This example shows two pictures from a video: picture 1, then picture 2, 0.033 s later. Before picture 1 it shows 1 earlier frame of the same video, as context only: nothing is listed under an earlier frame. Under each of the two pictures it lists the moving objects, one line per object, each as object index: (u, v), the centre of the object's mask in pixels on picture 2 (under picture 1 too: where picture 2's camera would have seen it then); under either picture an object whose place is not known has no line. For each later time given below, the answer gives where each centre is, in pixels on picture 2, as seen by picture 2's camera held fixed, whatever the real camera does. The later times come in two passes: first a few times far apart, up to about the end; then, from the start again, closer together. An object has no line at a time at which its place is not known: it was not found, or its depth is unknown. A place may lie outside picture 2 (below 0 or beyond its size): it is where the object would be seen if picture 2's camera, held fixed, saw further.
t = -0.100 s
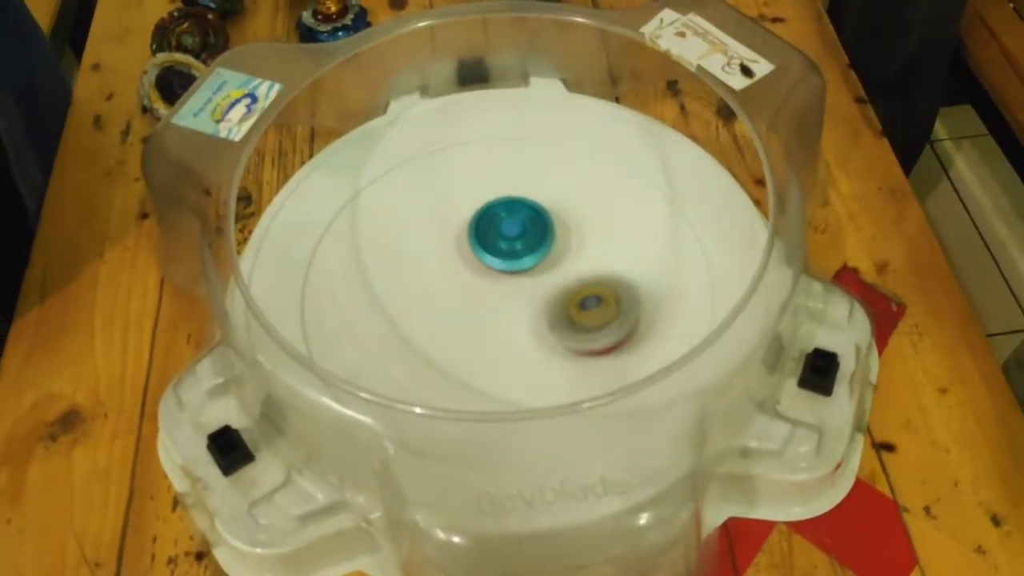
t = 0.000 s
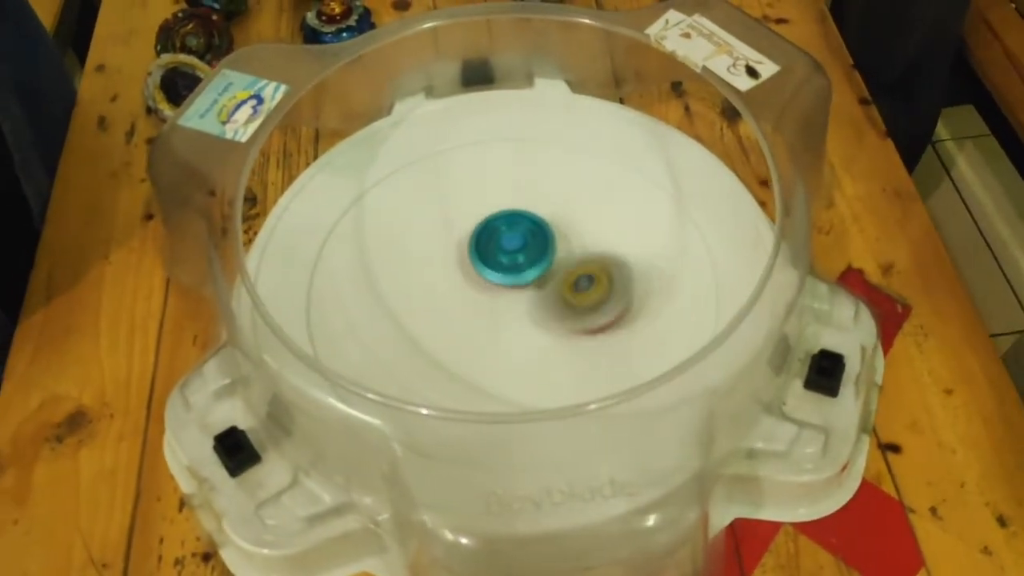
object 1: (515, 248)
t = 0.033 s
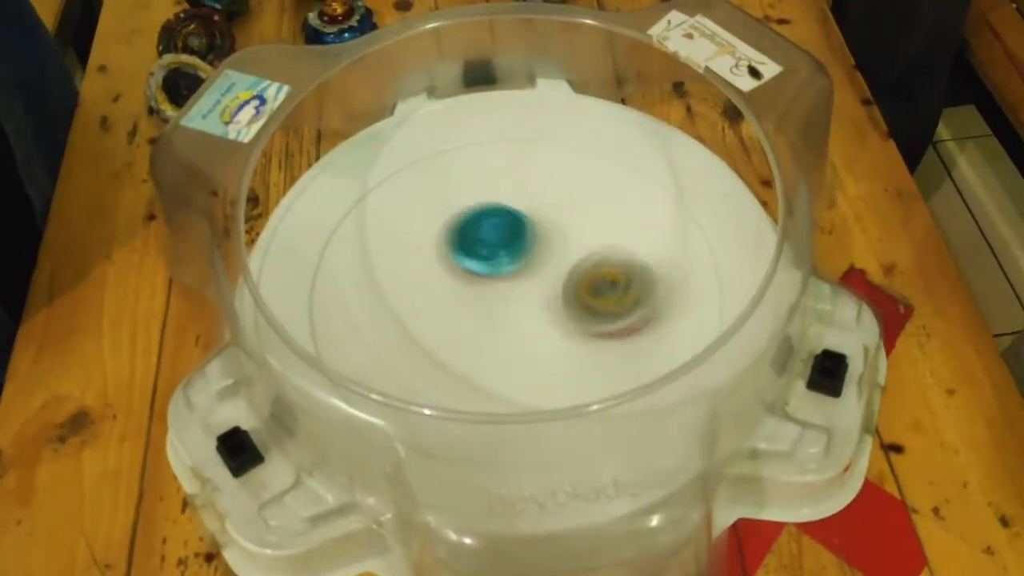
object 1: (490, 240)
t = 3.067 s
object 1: (519, 326)
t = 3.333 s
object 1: (539, 329)
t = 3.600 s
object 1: (557, 324)
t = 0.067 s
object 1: (458, 226)
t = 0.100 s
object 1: (432, 214)
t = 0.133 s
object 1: (410, 207)
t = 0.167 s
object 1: (392, 203)
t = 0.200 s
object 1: (377, 205)
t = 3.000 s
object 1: (517, 327)
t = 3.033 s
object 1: (517, 326)
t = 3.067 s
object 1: (519, 326)
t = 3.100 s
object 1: (525, 332)
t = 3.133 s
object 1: (527, 335)
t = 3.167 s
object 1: (528, 334)
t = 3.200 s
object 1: (530, 333)
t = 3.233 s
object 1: (533, 331)
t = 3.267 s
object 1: (535, 330)
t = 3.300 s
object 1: (537, 329)
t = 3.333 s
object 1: (539, 329)
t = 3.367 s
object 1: (541, 328)
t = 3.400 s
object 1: (543, 326)
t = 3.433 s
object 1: (545, 325)
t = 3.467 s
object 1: (546, 324)
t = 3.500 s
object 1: (548, 323)
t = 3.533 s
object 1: (551, 324)
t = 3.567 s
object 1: (555, 324)
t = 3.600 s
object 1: (557, 324)
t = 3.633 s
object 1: (564, 330)
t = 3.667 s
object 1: (567, 333)
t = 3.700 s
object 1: (569, 333)
